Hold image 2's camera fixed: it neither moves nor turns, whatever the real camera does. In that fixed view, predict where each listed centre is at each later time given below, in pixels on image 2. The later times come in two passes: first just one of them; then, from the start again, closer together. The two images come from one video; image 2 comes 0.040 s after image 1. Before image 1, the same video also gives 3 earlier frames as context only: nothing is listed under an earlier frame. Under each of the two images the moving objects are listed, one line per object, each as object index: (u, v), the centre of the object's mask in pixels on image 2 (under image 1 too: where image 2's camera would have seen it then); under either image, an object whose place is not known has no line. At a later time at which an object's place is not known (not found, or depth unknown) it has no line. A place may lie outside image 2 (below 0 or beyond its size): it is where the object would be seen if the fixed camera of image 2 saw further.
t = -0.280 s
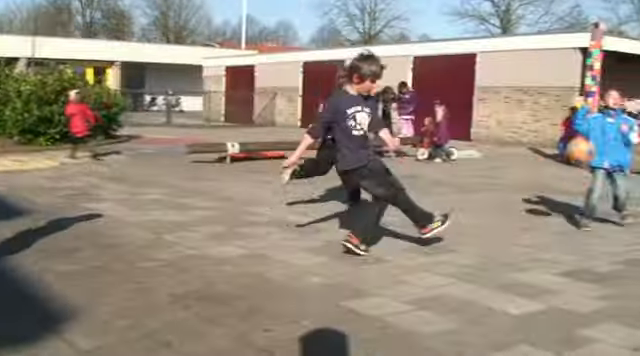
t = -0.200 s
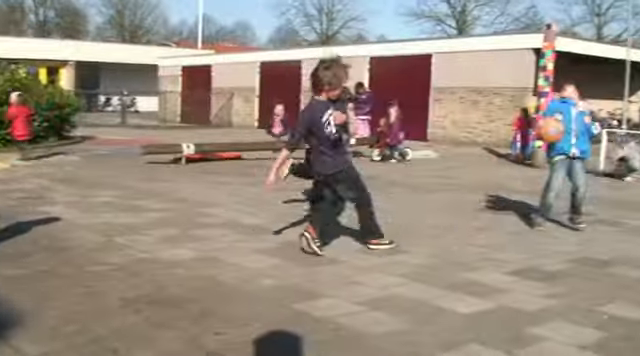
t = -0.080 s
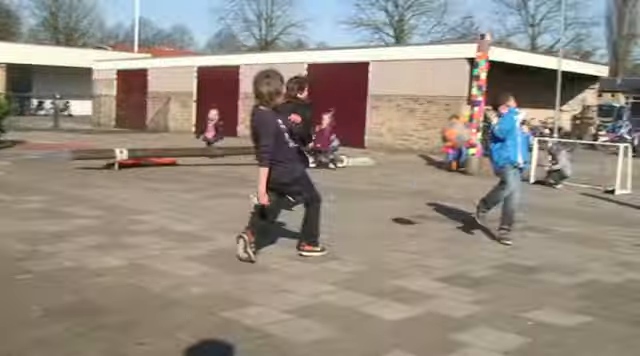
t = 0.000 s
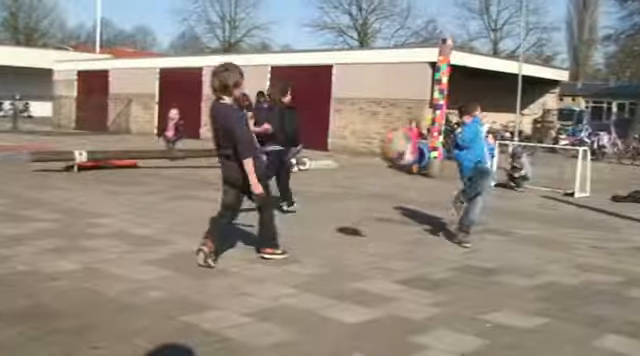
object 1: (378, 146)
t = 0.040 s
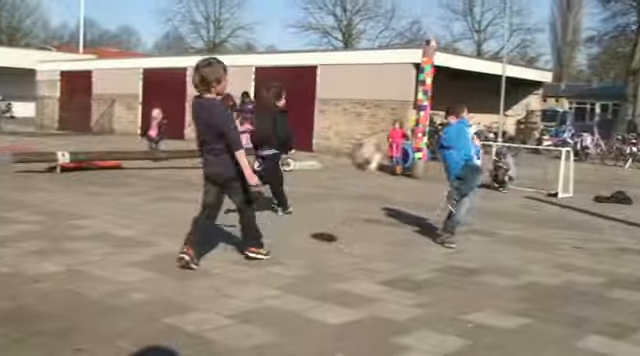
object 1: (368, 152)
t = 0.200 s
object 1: (301, 220)
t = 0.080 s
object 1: (352, 164)
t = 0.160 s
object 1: (321, 197)
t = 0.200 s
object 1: (301, 220)
